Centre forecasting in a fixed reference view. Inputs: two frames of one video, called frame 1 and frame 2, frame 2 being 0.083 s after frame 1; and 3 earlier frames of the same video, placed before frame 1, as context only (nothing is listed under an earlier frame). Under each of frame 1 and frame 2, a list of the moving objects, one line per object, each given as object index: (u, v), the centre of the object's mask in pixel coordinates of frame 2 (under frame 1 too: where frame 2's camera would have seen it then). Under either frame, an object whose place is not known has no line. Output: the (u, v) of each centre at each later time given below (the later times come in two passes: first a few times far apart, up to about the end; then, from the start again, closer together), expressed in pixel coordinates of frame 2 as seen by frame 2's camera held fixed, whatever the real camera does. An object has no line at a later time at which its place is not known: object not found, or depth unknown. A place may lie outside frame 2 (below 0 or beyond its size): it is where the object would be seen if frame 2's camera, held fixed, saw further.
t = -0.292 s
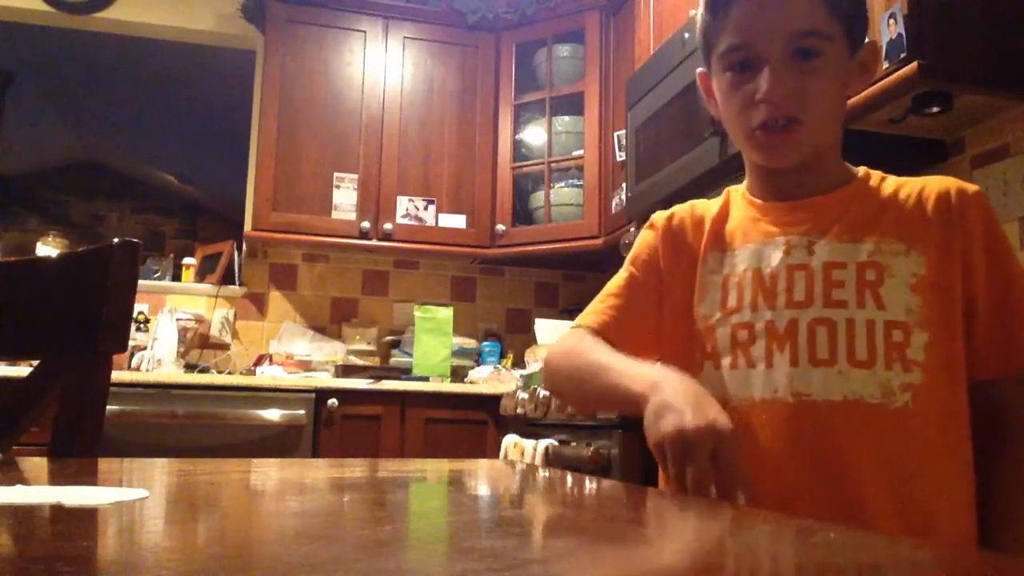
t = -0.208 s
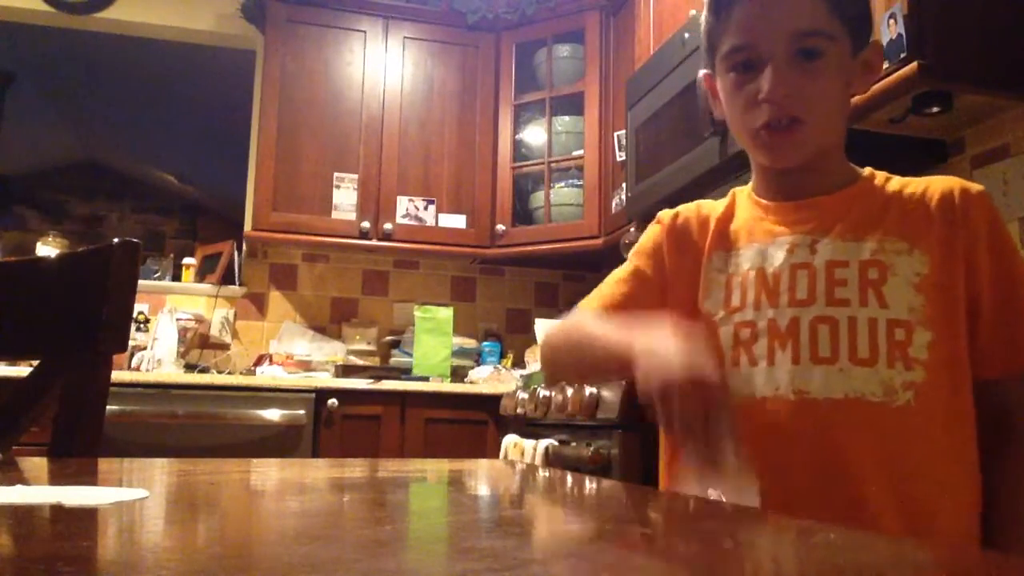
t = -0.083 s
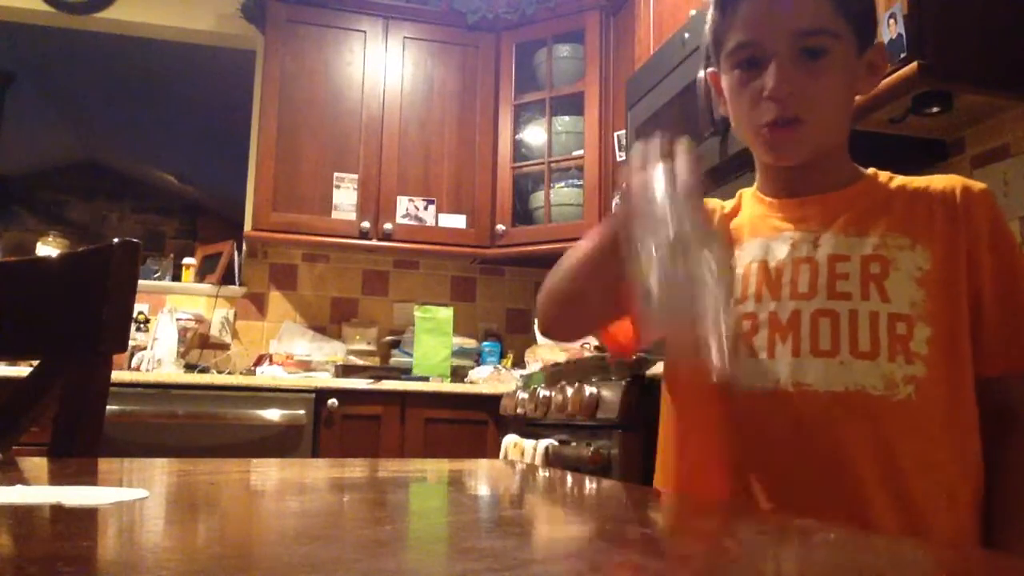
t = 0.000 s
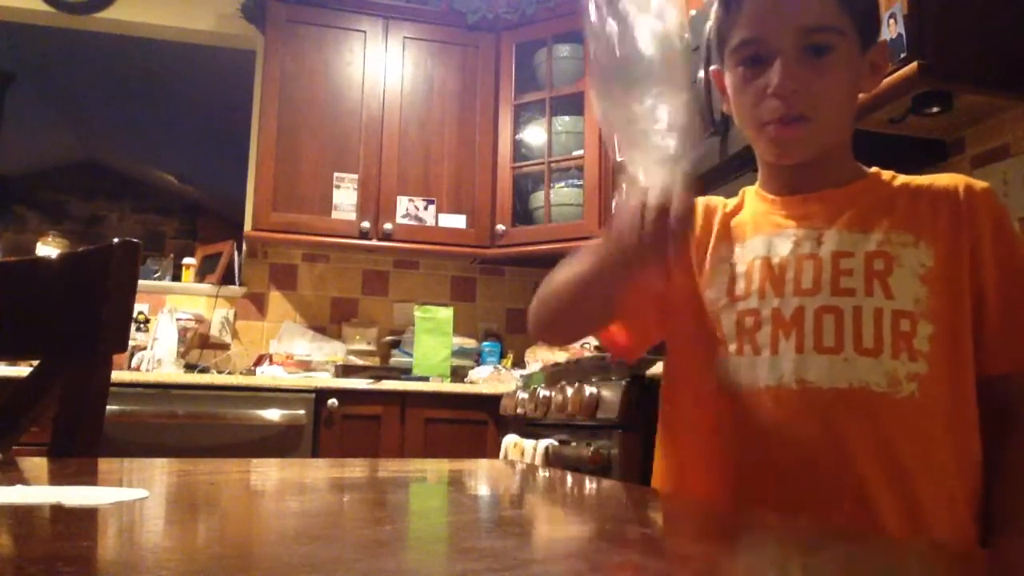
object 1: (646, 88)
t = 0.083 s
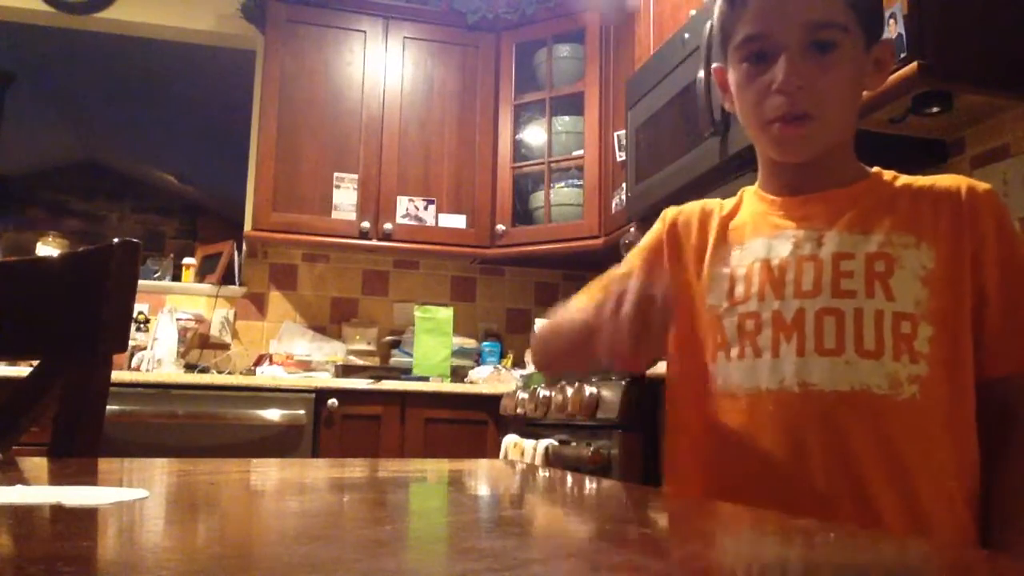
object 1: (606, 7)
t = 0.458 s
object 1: (180, 408)
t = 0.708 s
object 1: (67, 414)
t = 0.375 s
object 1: (295, 397)
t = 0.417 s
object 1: (243, 414)
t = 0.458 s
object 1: (180, 408)
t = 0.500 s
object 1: (136, 422)
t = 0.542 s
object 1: (112, 421)
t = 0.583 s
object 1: (86, 420)
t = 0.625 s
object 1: (64, 414)
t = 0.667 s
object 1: (54, 411)
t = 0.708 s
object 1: (67, 414)
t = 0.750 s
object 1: (58, 414)
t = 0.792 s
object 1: (50, 415)
